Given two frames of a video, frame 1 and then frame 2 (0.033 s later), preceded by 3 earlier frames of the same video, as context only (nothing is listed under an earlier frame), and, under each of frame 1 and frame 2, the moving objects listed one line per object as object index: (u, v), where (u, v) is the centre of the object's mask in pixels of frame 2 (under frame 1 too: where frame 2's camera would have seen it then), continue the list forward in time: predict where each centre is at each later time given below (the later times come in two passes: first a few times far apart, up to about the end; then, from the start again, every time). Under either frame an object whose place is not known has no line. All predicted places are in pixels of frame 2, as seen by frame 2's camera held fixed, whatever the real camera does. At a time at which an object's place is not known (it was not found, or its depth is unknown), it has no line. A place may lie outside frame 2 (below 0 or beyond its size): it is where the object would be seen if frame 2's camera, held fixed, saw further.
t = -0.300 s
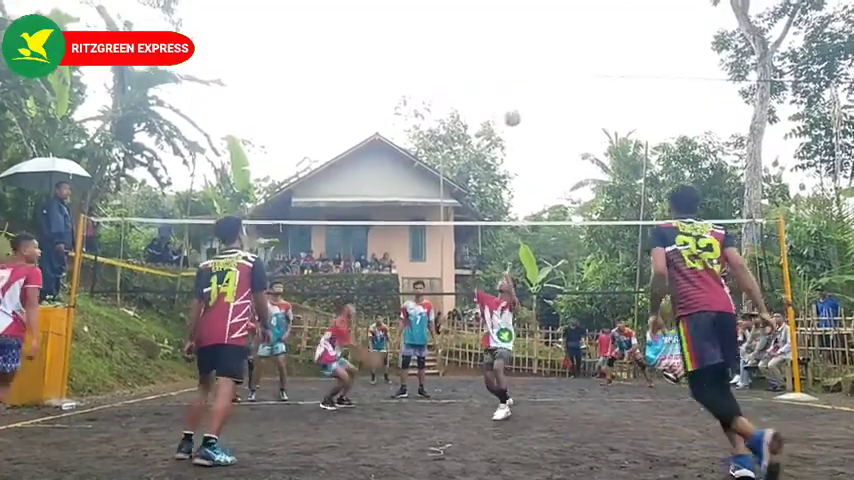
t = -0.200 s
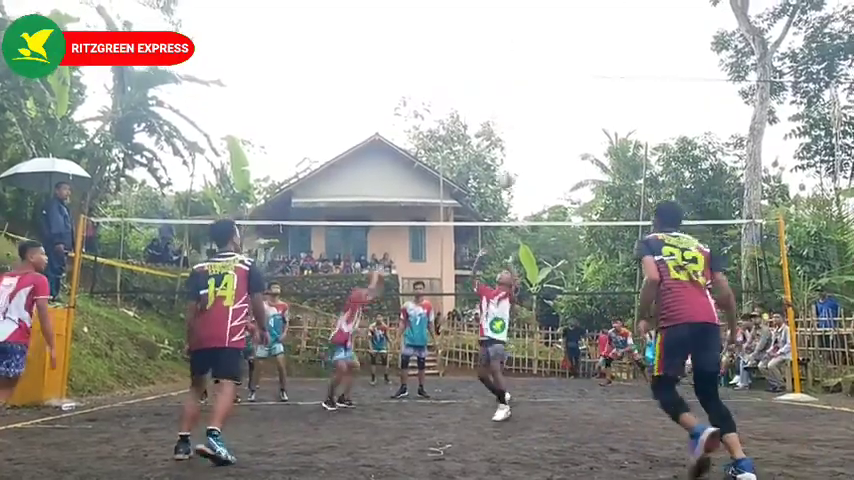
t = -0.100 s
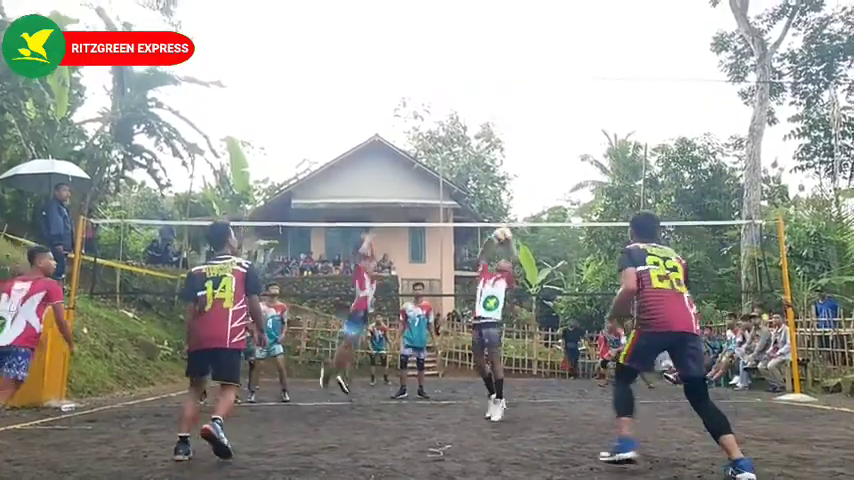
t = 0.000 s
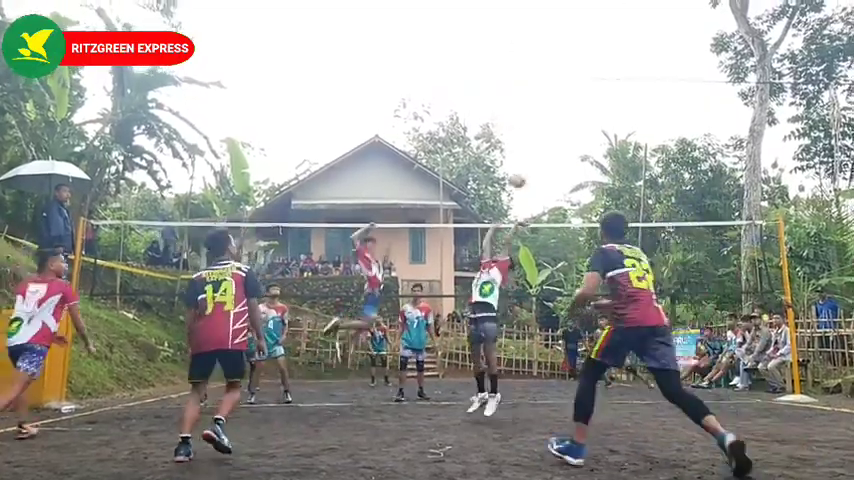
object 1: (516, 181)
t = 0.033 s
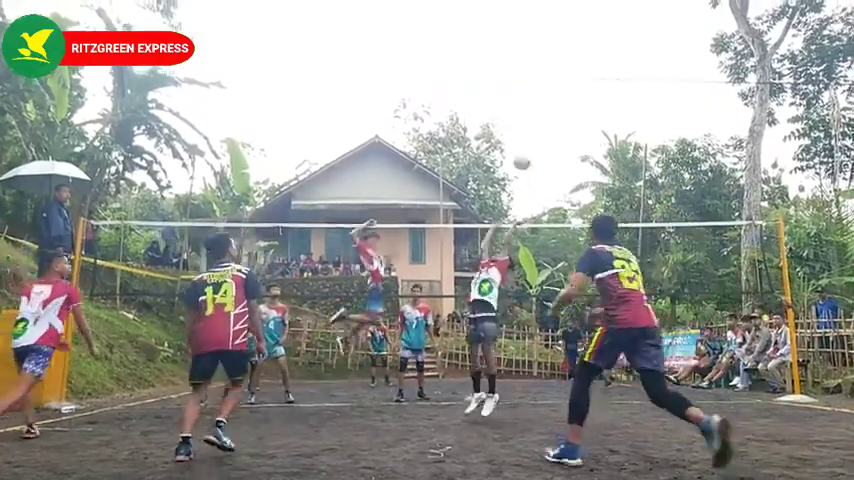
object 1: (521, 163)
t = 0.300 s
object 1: (559, 57)
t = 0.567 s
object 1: (596, 15)
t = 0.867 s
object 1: (638, 36)
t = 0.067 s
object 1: (526, 145)
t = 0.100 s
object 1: (531, 129)
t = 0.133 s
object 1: (535, 115)
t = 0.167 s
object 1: (540, 101)
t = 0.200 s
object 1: (545, 88)
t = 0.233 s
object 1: (550, 77)
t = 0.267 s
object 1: (555, 67)
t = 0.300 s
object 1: (559, 57)
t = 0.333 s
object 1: (564, 48)
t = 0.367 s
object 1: (568, 41)
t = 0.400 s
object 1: (573, 34)
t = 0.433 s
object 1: (578, 28)
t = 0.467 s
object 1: (582, 23)
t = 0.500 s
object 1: (587, 19)
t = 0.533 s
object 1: (592, 17)
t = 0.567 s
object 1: (596, 15)
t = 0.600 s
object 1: (601, 13)
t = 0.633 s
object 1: (605, 13)
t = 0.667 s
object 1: (610, 14)
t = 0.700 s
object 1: (615, 16)
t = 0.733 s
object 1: (619, 18)
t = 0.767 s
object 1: (623, 21)
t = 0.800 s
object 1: (629, 25)
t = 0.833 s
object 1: (633, 30)
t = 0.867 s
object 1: (638, 36)
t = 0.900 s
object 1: (642, 43)
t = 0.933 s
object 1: (647, 51)
